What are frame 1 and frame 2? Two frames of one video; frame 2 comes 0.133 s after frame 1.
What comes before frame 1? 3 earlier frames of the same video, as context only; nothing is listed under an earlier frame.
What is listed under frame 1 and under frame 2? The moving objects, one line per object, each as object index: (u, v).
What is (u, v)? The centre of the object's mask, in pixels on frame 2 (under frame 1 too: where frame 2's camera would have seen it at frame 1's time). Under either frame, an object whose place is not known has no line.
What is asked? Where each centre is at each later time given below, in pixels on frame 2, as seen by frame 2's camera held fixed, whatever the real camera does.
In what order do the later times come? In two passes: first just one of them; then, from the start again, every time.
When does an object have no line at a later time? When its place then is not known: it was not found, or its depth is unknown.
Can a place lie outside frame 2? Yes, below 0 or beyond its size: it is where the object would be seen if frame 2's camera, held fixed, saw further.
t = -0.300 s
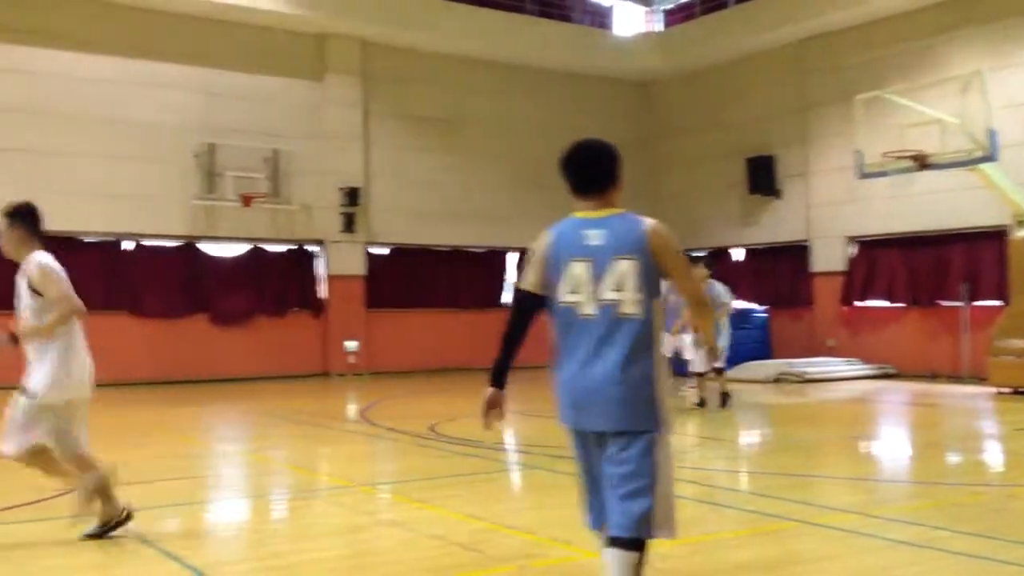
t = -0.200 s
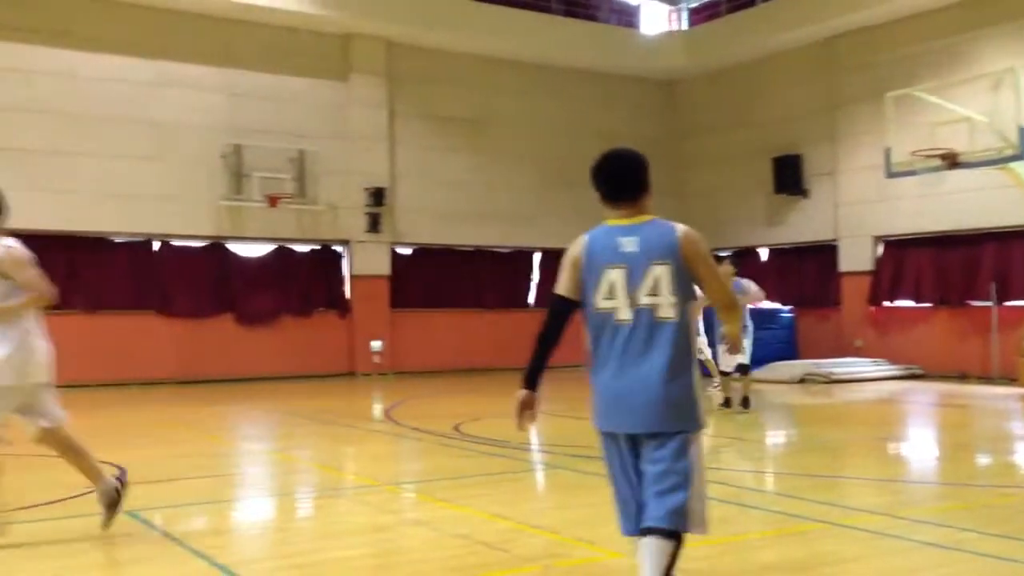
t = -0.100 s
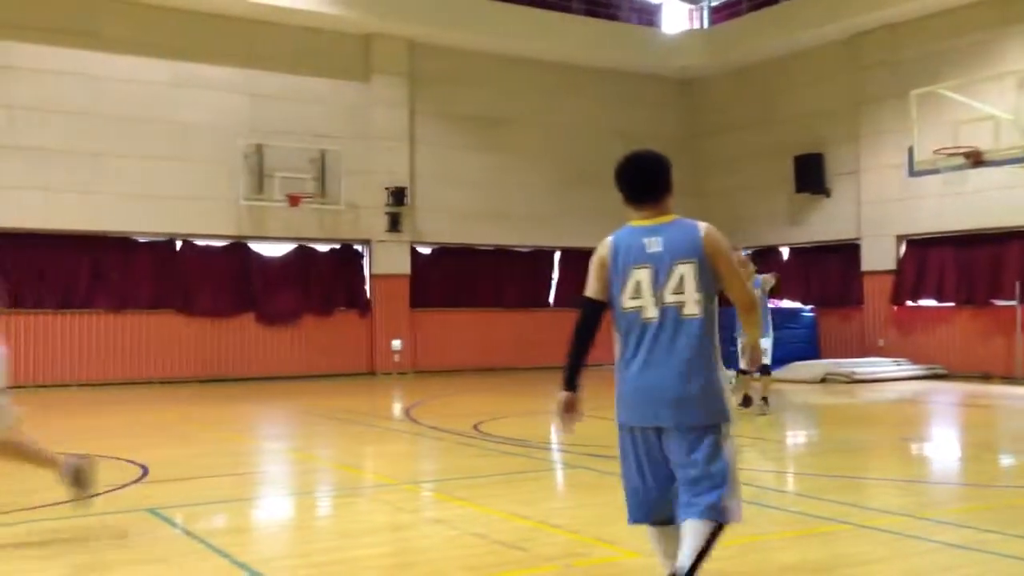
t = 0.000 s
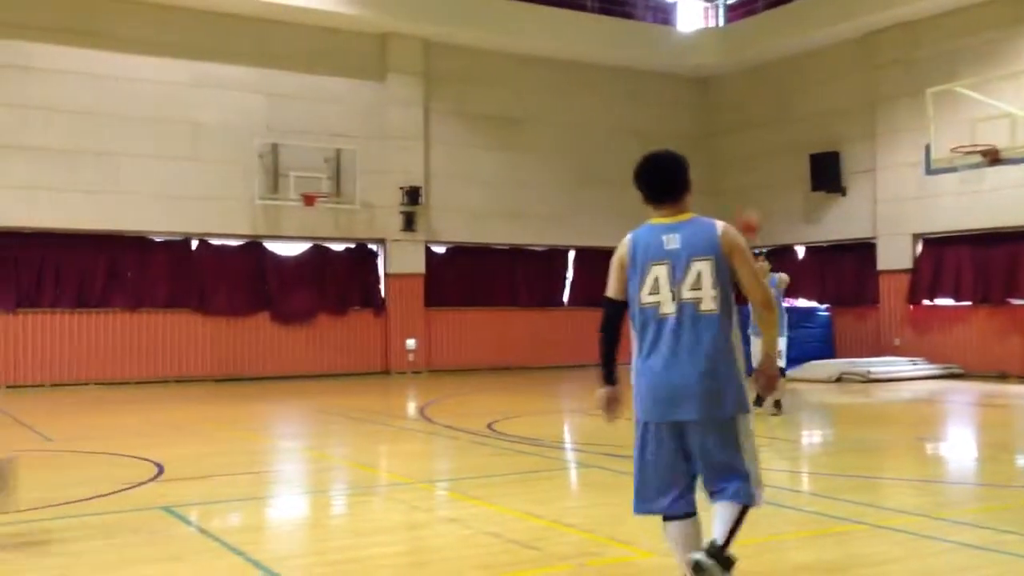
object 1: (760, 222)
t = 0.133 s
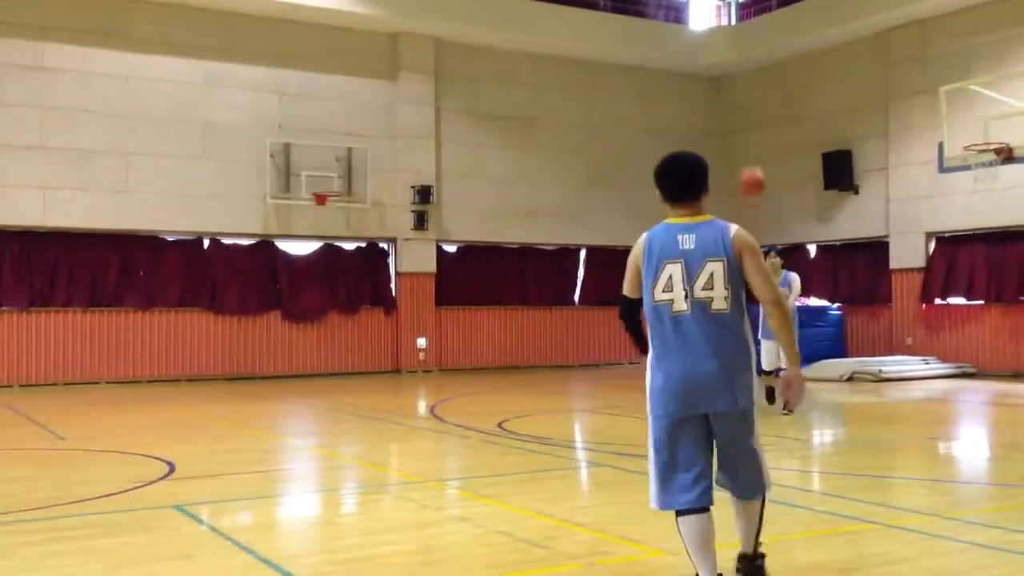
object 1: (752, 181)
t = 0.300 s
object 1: (738, 144)
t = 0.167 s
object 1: (749, 173)
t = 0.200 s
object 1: (747, 165)
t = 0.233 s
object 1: (745, 156)
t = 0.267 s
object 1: (742, 150)
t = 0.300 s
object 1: (738, 144)
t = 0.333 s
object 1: (736, 139)
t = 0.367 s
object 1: (732, 136)
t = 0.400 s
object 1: (728, 134)
